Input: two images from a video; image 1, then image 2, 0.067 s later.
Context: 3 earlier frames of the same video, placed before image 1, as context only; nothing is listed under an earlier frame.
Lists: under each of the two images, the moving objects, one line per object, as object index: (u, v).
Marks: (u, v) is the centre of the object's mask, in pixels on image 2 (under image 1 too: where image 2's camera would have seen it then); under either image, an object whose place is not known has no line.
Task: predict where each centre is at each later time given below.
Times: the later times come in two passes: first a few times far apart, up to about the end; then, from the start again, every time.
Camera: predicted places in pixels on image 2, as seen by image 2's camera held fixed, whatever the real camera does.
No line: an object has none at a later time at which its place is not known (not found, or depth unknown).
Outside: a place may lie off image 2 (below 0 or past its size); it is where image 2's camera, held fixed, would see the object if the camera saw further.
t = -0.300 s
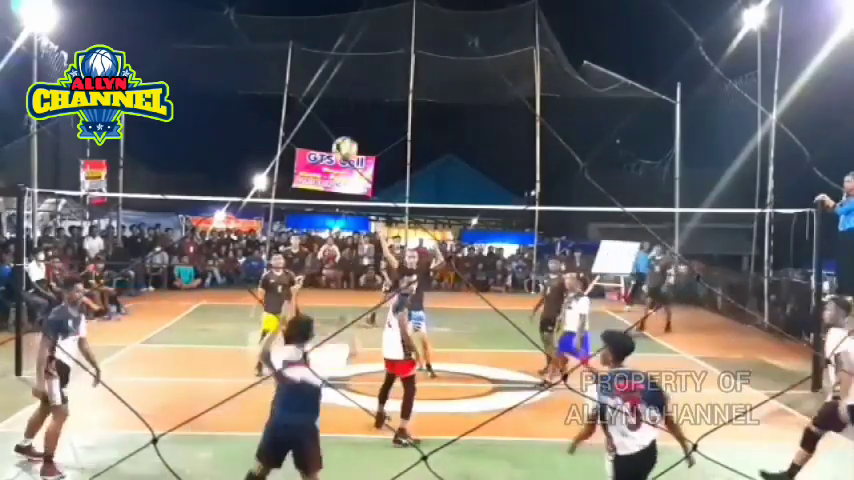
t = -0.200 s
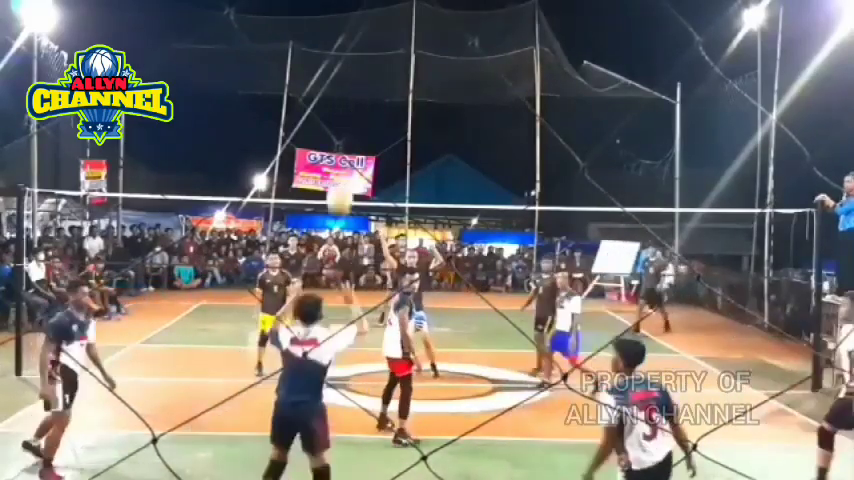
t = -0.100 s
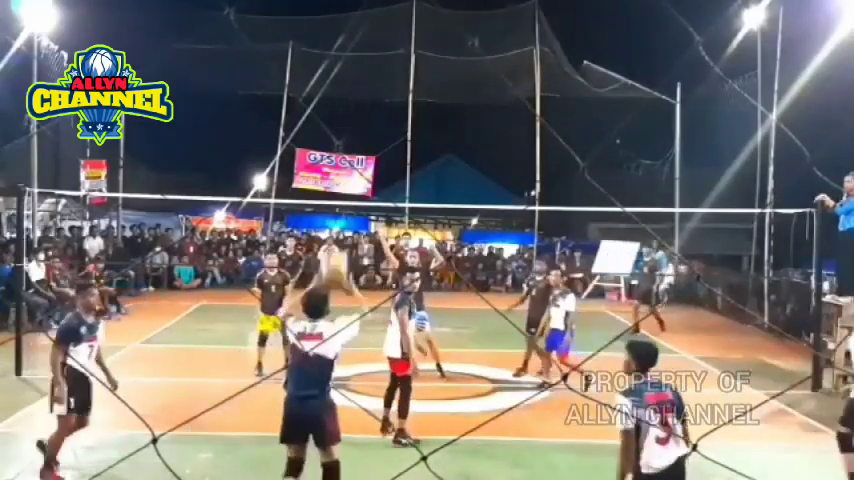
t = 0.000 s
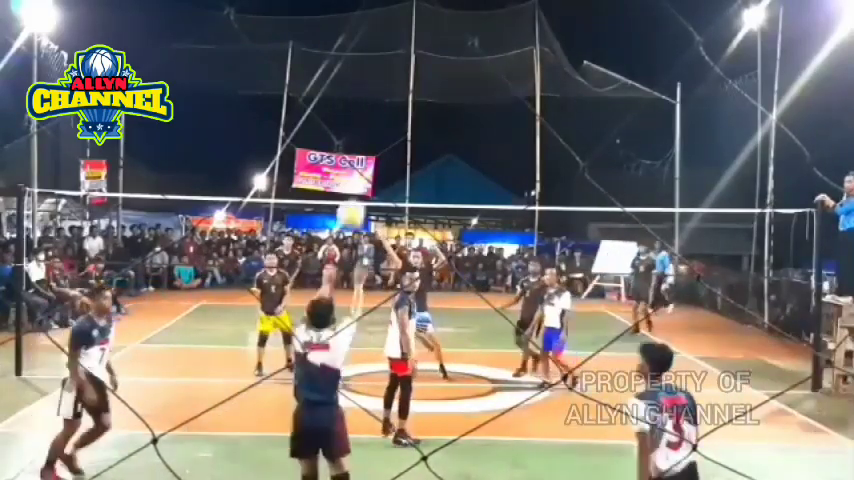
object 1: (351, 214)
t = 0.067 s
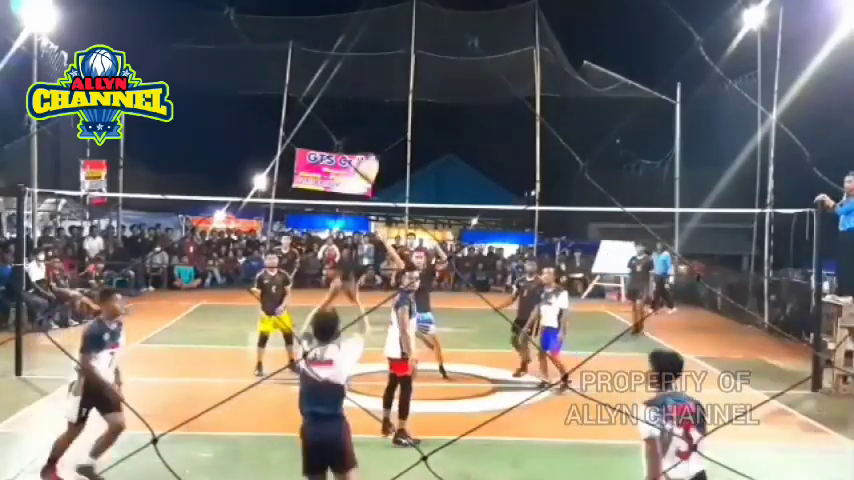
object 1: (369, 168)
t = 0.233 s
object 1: (391, 86)
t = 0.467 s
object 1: (418, 40)
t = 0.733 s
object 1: (439, 58)
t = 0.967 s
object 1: (453, 121)
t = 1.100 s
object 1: (459, 169)
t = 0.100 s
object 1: (371, 146)
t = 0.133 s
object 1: (376, 130)
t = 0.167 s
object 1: (381, 114)
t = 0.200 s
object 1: (386, 99)
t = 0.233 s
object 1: (391, 86)
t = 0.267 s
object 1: (395, 76)
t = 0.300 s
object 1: (399, 66)
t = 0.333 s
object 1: (403, 58)
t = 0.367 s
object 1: (407, 52)
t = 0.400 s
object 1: (411, 46)
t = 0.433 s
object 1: (414, 43)
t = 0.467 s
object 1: (418, 40)
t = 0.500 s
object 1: (421, 38)
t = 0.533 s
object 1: (424, 38)
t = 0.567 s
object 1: (427, 39)
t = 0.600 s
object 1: (430, 41)
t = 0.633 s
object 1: (432, 44)
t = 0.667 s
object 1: (435, 48)
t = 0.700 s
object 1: (437, 53)
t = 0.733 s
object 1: (439, 58)
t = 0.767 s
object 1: (442, 65)
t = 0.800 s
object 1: (444, 73)
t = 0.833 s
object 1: (446, 81)
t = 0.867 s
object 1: (448, 89)
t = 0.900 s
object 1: (450, 99)
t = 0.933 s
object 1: (452, 110)
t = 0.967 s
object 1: (453, 121)
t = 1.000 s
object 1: (455, 132)
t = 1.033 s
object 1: (457, 144)
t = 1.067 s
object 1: (458, 157)
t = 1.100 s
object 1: (459, 169)
